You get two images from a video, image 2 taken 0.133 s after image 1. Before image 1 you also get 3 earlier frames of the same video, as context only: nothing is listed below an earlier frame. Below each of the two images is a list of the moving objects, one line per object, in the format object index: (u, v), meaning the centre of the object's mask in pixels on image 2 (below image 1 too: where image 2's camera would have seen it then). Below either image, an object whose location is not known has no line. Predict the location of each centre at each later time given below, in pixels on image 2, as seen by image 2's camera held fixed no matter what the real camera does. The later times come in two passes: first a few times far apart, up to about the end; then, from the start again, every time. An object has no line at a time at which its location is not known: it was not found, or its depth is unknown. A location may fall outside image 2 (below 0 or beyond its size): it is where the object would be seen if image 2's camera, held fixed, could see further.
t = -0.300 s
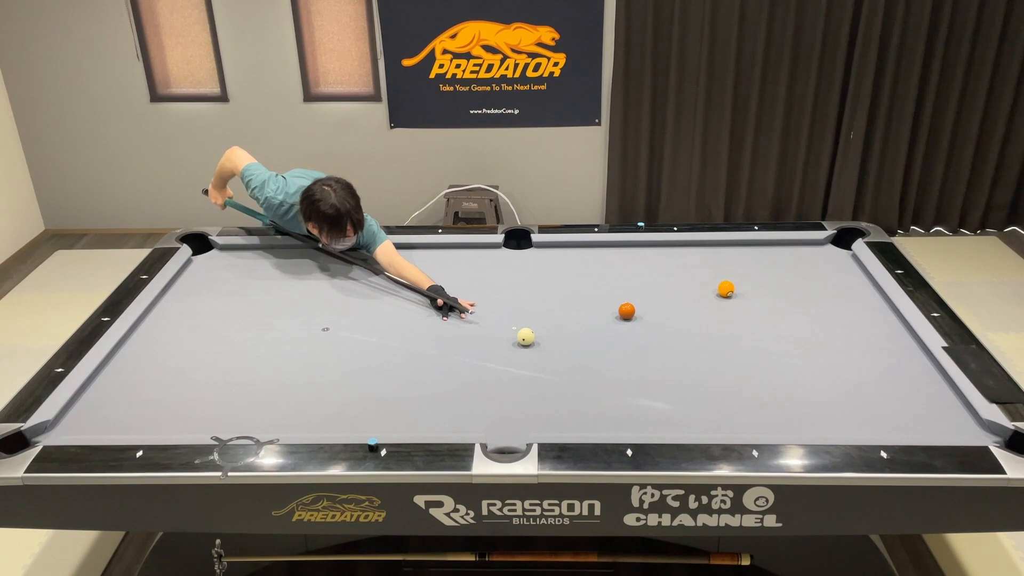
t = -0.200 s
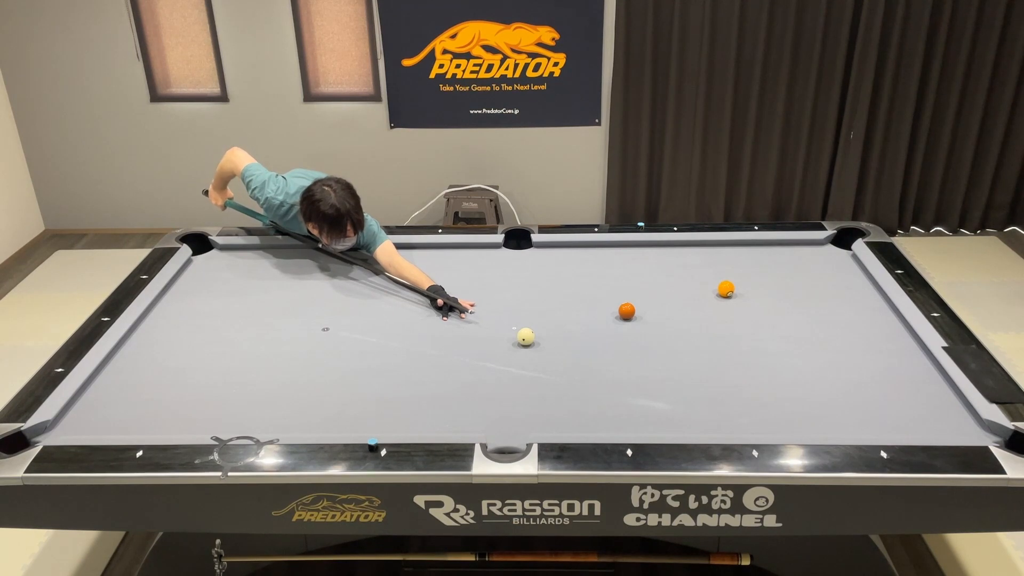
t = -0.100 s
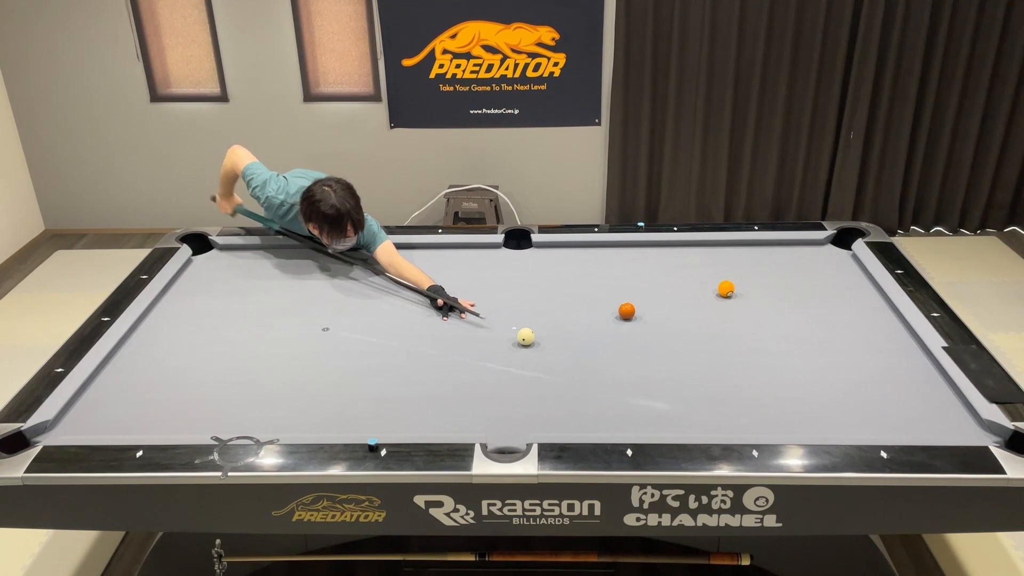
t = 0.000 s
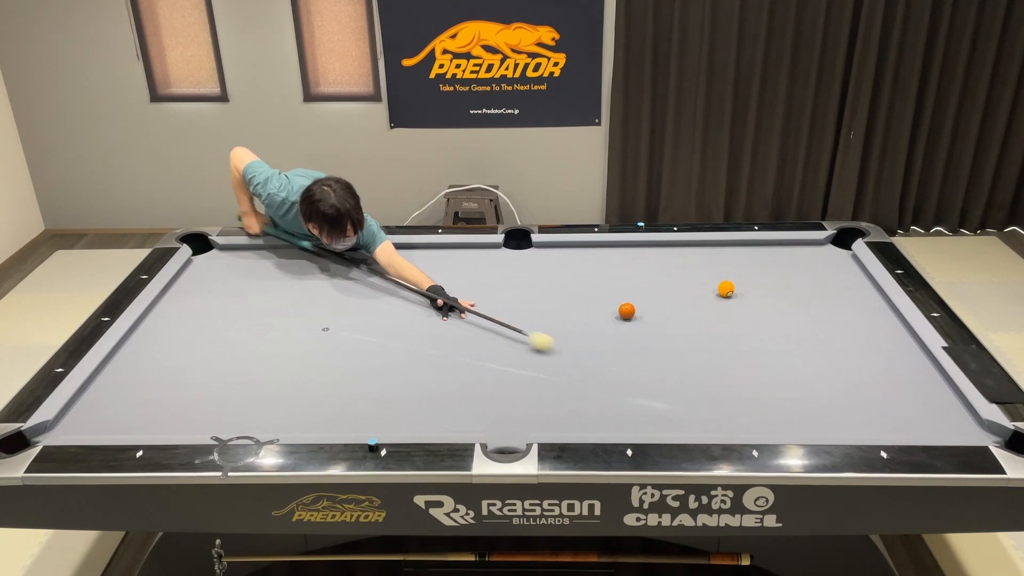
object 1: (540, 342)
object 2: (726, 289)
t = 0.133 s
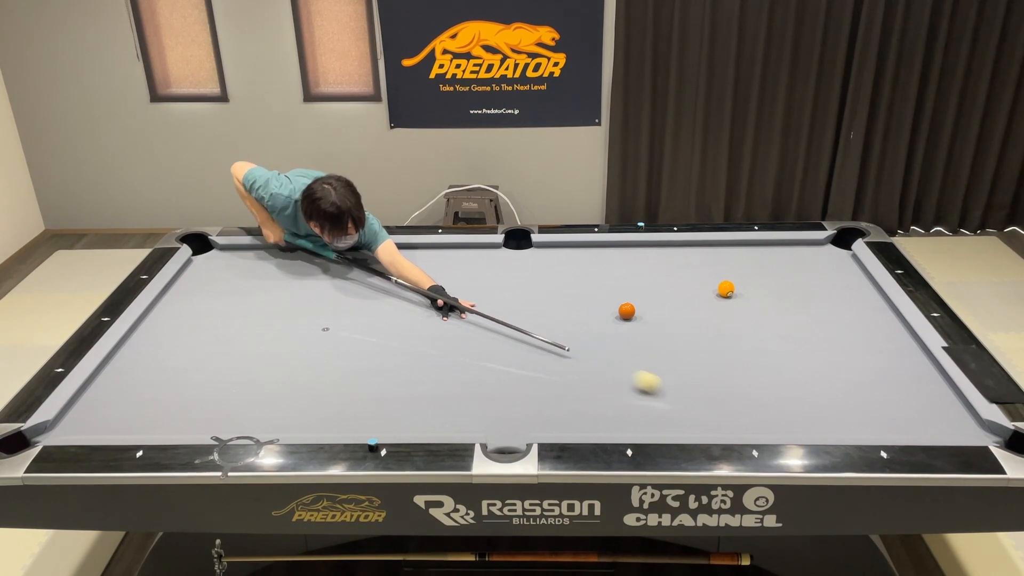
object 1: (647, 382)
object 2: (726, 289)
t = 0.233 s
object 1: (732, 413)
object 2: (726, 289)
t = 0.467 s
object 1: (864, 391)
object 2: (726, 289)
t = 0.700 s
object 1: (892, 354)
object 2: (726, 289)
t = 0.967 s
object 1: (786, 316)
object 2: (726, 289)
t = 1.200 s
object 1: (717, 296)
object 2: (720, 280)
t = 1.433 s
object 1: (664, 294)
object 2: (705, 262)
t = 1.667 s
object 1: (614, 292)
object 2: (693, 246)
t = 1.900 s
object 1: (566, 290)
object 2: (692, 254)
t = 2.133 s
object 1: (520, 287)
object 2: (693, 263)
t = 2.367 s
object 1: (476, 285)
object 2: (694, 272)
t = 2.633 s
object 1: (428, 283)
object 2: (694, 283)
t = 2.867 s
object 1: (387, 281)
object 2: (695, 292)
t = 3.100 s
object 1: (349, 279)
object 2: (695, 301)
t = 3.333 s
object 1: (311, 277)
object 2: (695, 309)
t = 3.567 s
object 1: (275, 275)
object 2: (696, 317)
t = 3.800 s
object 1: (240, 274)
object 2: (696, 325)
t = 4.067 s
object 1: (202, 272)
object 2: (696, 334)
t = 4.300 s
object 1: (195, 272)
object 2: (696, 342)
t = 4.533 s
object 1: (214, 272)
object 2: (697, 349)
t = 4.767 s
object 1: (231, 273)
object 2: (697, 355)
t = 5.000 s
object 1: (248, 274)
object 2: (698, 360)
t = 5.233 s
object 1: (263, 274)
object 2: (698, 366)
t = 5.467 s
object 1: (278, 275)
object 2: (698, 370)
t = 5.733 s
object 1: (293, 276)
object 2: (698, 375)
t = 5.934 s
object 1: (303, 277)
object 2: (698, 378)
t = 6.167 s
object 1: (314, 277)
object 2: (698, 381)
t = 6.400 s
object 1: (324, 278)
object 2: (698, 382)
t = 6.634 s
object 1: (334, 278)
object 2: (699, 384)
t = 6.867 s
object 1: (341, 279)
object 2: (699, 384)
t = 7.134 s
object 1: (349, 279)
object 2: (699, 384)
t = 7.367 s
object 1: (355, 280)
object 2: (699, 385)
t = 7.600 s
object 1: (359, 280)
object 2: (699, 384)
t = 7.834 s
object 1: (363, 281)
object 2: (699, 384)
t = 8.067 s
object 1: (365, 281)
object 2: (699, 384)
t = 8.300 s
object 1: (366, 281)
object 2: (699, 384)
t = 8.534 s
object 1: (366, 281)
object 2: (699, 384)
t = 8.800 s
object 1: (366, 281)
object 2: (699, 384)
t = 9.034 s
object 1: (366, 281)
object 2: (699, 384)
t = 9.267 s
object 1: (366, 281)
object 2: (699, 384)
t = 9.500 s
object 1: (366, 281)
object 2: (699, 384)
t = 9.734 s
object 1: (366, 281)
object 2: (699, 385)
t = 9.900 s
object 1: (366, 281)
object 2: (699, 384)
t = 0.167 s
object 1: (674, 392)
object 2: (726, 289)
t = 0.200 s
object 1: (702, 402)
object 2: (726, 289)
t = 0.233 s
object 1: (732, 413)
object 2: (726, 289)
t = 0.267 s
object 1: (762, 424)
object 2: (726, 289)
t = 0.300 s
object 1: (789, 426)
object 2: (726, 289)
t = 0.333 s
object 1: (804, 419)
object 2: (726, 289)
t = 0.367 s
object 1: (819, 411)
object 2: (726, 289)
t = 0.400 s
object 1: (833, 404)
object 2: (726, 289)
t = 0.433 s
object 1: (849, 397)
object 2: (726, 289)
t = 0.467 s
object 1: (864, 391)
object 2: (726, 289)
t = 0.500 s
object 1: (880, 385)
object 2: (726, 289)
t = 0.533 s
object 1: (894, 380)
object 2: (726, 289)
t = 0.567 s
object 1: (909, 376)
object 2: (726, 289)
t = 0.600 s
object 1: (924, 370)
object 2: (726, 289)
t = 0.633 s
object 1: (928, 366)
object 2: (726, 289)
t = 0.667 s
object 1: (909, 360)
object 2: (726, 289)
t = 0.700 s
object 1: (892, 354)
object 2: (726, 289)
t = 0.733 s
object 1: (876, 349)
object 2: (726, 289)
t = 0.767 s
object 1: (862, 344)
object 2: (726, 289)
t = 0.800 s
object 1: (849, 339)
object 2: (726, 289)
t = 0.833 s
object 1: (836, 334)
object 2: (726, 289)
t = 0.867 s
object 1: (823, 330)
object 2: (726, 289)
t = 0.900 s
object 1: (810, 325)
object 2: (726, 289)
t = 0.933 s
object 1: (798, 320)
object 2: (726, 289)
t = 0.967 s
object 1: (786, 316)
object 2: (726, 289)
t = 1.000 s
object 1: (775, 311)
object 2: (726, 289)
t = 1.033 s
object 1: (763, 307)
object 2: (726, 289)
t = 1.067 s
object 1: (753, 303)
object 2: (726, 289)
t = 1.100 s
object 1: (741, 299)
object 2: (726, 289)
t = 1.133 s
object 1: (731, 296)
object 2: (724, 286)
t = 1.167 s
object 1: (724, 296)
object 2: (722, 283)
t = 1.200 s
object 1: (717, 296)
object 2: (720, 280)
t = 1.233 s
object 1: (709, 297)
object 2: (717, 277)
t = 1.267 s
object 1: (702, 296)
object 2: (715, 275)
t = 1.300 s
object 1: (694, 296)
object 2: (713, 272)
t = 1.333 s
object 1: (687, 295)
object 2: (711, 269)
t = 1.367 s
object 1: (679, 295)
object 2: (709, 267)
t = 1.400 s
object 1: (672, 294)
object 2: (707, 264)
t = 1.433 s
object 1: (664, 294)
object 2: (705, 262)
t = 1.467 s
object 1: (657, 294)
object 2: (703, 260)
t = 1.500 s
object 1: (650, 293)
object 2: (701, 257)
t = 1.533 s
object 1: (643, 293)
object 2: (700, 255)
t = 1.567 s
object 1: (636, 292)
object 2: (698, 253)
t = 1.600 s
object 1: (628, 292)
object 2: (696, 250)
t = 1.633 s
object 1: (621, 292)
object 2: (695, 248)
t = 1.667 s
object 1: (614, 292)
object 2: (693, 246)
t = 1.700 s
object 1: (607, 291)
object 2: (692, 246)
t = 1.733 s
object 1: (600, 291)
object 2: (692, 247)
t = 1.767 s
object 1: (594, 291)
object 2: (692, 248)
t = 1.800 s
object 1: (586, 290)
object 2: (692, 250)
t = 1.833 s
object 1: (580, 290)
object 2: (692, 251)
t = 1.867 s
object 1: (573, 290)
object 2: (692, 252)
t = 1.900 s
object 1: (566, 290)
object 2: (692, 254)
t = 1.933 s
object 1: (559, 289)
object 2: (693, 255)
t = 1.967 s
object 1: (553, 289)
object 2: (693, 256)
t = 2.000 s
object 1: (546, 288)
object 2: (693, 258)
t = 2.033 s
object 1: (540, 288)
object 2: (693, 259)
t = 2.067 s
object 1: (533, 288)
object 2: (693, 261)
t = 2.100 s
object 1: (527, 287)
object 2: (693, 262)
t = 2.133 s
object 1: (520, 287)
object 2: (693, 263)
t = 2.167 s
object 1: (514, 287)
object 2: (693, 264)
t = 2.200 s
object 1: (508, 286)
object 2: (693, 266)
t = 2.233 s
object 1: (501, 286)
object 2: (693, 267)
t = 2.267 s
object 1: (495, 286)
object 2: (693, 268)
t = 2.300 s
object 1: (489, 286)
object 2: (693, 270)
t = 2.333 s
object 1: (482, 285)
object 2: (693, 271)
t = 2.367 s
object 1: (476, 285)
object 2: (694, 272)
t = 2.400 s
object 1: (470, 285)
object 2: (694, 274)
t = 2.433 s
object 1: (464, 284)
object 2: (694, 275)
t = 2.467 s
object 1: (458, 284)
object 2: (694, 276)
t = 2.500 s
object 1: (452, 284)
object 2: (694, 278)
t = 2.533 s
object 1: (446, 283)
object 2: (694, 279)
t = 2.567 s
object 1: (440, 283)
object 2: (694, 280)
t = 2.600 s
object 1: (434, 283)
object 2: (694, 282)
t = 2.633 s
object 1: (428, 283)
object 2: (694, 283)
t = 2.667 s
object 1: (422, 282)
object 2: (694, 284)
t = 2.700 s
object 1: (416, 282)
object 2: (694, 285)
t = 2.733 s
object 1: (410, 282)
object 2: (694, 287)
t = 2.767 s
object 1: (405, 282)
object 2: (694, 288)
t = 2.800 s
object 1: (399, 281)
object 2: (694, 289)
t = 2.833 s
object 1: (393, 281)
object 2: (694, 291)
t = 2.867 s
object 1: (387, 281)
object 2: (695, 292)
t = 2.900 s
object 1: (382, 280)
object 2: (694, 293)
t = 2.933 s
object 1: (376, 280)
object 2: (695, 294)
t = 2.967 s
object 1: (371, 280)
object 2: (695, 296)
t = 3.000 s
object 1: (365, 280)
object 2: (694, 297)
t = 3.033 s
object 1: (360, 279)
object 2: (695, 298)
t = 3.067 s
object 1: (354, 279)
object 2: (695, 299)
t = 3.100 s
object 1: (349, 279)
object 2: (695, 301)
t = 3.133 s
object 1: (343, 279)
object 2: (695, 302)
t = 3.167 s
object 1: (338, 278)
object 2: (695, 303)
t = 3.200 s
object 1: (332, 278)
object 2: (695, 304)
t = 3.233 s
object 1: (327, 278)
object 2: (695, 306)
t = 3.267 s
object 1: (322, 278)
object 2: (695, 307)
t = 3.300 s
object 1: (316, 277)
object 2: (695, 308)
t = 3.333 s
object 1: (311, 277)
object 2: (695, 309)
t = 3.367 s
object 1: (306, 277)
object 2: (695, 310)
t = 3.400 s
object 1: (301, 276)
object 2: (695, 312)
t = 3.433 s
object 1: (295, 276)
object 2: (695, 313)
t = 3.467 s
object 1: (290, 276)
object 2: (695, 314)
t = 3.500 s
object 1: (285, 276)
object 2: (695, 315)
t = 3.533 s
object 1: (280, 275)
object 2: (695, 316)
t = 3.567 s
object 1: (275, 275)
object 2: (696, 317)
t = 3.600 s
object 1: (269, 275)
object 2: (696, 319)
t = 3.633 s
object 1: (265, 274)
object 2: (695, 320)
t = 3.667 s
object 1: (259, 275)
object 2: (696, 321)
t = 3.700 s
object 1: (255, 274)
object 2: (696, 322)
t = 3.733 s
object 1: (249, 274)
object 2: (696, 323)
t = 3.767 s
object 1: (245, 274)
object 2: (696, 325)
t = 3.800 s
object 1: (240, 274)
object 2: (696, 325)
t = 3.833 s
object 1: (235, 273)
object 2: (696, 327)
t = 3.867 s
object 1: (230, 273)
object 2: (696, 328)
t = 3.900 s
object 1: (225, 273)
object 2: (696, 329)
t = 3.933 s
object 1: (220, 273)
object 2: (696, 330)
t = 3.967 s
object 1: (216, 272)
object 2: (696, 331)
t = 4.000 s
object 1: (211, 272)
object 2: (696, 332)
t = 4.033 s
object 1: (207, 272)
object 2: (696, 333)
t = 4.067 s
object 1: (202, 272)
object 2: (696, 334)
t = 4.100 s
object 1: (197, 272)
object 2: (696, 335)
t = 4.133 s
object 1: (192, 272)
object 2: (696, 336)
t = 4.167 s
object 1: (188, 271)
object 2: (696, 338)
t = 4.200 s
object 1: (187, 271)
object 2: (696, 338)
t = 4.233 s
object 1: (190, 271)
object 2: (696, 340)
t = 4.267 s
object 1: (193, 271)
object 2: (696, 341)
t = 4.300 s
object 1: (195, 272)
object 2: (696, 342)
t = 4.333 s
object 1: (198, 272)
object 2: (697, 342)
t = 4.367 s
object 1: (201, 272)
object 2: (697, 343)
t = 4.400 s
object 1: (204, 272)
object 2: (697, 344)
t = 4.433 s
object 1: (206, 272)
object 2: (697, 346)
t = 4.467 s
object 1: (209, 272)
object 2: (697, 346)
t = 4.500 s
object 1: (211, 272)
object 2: (697, 348)
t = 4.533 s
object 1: (214, 272)
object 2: (697, 349)
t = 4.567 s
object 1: (216, 272)
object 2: (697, 349)
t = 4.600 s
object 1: (219, 273)
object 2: (697, 350)
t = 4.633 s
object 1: (222, 273)
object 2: (697, 351)
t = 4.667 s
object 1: (224, 273)
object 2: (697, 352)
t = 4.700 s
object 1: (227, 273)
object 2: (697, 353)
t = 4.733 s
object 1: (229, 273)
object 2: (697, 354)
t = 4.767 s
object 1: (231, 273)
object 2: (697, 355)
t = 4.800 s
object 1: (234, 273)
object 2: (697, 356)
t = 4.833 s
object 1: (236, 273)
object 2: (697, 356)
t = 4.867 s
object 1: (239, 273)
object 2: (697, 357)
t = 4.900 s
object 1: (241, 274)
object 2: (697, 358)
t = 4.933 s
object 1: (243, 274)
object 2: (698, 359)
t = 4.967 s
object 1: (246, 274)
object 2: (698, 360)
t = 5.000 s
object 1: (248, 274)
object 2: (698, 360)
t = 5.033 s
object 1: (250, 274)
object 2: (698, 361)
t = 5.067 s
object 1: (252, 274)
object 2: (698, 362)
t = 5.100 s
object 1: (255, 274)
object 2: (698, 363)
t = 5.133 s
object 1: (257, 274)
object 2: (698, 364)
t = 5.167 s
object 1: (259, 274)
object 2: (698, 364)
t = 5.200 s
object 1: (261, 274)
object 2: (698, 365)
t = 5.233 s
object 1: (263, 274)
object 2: (698, 366)
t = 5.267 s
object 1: (265, 275)
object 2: (698, 366)
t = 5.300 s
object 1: (268, 275)
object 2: (698, 367)
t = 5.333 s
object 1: (270, 275)
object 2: (698, 368)
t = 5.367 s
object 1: (272, 275)
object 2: (698, 369)
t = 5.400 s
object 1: (274, 275)
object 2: (698, 369)
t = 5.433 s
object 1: (276, 275)
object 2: (698, 370)
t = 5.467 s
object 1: (278, 275)
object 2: (698, 370)
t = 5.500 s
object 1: (280, 275)
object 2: (698, 371)
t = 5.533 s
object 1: (281, 276)
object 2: (698, 372)
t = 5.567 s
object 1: (283, 276)
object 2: (698, 372)
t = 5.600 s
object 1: (286, 276)
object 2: (698, 373)
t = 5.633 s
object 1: (287, 276)
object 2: (698, 373)
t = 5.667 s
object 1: (289, 276)
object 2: (698, 374)
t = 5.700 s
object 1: (291, 276)
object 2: (698, 374)
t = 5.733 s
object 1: (293, 276)
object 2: (698, 375)
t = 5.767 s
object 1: (295, 276)
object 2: (698, 375)
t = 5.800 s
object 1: (297, 276)
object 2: (698, 376)
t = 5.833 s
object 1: (298, 277)
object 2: (698, 376)
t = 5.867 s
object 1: (300, 277)
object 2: (698, 377)
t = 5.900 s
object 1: (301, 277)
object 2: (698, 377)
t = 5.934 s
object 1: (303, 277)
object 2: (698, 378)
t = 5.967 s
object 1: (305, 277)
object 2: (698, 378)
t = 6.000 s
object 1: (307, 277)
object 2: (698, 379)
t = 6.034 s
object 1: (308, 277)
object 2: (698, 379)
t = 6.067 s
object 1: (310, 277)
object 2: (698, 380)
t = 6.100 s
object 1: (311, 277)
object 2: (698, 380)
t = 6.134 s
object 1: (312, 277)
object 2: (698, 380)
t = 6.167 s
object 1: (314, 277)
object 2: (698, 381)
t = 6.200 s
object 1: (316, 277)
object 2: (698, 381)
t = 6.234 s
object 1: (317, 277)
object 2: (698, 381)
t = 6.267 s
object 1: (319, 277)
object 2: (698, 381)
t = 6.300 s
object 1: (320, 278)
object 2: (698, 382)
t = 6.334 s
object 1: (322, 278)
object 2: (698, 382)
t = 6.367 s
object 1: (323, 278)
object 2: (698, 382)
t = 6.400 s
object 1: (324, 278)
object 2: (698, 382)
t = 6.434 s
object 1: (326, 278)
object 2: (698, 383)
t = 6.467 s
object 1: (327, 278)
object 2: (699, 383)
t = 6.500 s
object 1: (328, 278)
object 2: (699, 383)
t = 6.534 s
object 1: (330, 278)
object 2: (699, 383)
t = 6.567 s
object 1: (331, 278)
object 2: (699, 383)
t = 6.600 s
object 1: (332, 278)
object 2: (699, 384)
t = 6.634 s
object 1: (334, 278)
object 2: (699, 384)
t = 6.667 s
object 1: (335, 278)
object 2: (699, 384)
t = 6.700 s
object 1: (336, 279)
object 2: (699, 384)
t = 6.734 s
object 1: (337, 278)
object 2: (699, 384)
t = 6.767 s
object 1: (338, 279)
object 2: (699, 384)
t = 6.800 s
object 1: (340, 279)
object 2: (699, 384)
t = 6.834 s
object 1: (341, 279)
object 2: (699, 384)
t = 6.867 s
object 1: (341, 279)
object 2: (699, 384)
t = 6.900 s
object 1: (343, 279)
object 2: (699, 384)
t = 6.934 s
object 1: (344, 279)
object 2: (699, 384)
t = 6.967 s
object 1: (345, 279)
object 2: (699, 384)
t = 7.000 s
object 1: (345, 279)
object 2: (699, 384)
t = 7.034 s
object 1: (346, 279)
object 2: (699, 384)
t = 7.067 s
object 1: (347, 279)
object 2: (699, 384)
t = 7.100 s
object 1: (348, 279)
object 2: (699, 384)
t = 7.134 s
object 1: (349, 279)
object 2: (699, 384)
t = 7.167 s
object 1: (350, 279)
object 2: (699, 384)
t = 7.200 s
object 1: (351, 279)
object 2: (699, 384)
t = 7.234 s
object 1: (352, 280)
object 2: (699, 384)
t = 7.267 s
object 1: (353, 280)
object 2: (699, 384)
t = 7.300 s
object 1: (353, 280)
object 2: (699, 384)
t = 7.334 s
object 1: (354, 280)
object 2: (699, 384)
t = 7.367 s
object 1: (355, 280)
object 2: (699, 385)
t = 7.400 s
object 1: (355, 280)
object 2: (699, 385)
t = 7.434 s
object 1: (356, 280)
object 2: (699, 385)
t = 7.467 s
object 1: (357, 280)
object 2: (699, 384)
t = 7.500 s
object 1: (357, 280)
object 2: (699, 385)
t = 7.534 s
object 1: (358, 280)
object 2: (699, 384)
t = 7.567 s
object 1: (358, 280)
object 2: (699, 384)
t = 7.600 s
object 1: (359, 280)
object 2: (699, 384)
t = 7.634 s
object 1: (360, 280)
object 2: (699, 384)
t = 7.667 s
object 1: (360, 280)
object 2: (699, 384)
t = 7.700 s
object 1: (361, 280)
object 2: (699, 384)
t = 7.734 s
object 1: (361, 281)
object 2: (699, 384)
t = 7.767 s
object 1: (362, 281)
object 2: (699, 384)
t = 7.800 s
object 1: (362, 281)
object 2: (699, 384)
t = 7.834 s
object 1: (363, 281)
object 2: (699, 384)
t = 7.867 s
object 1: (363, 281)
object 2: (699, 384)
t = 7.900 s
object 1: (363, 281)
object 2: (699, 384)
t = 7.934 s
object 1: (364, 281)
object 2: (699, 384)
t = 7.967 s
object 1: (364, 281)
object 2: (699, 384)
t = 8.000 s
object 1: (364, 281)
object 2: (699, 384)
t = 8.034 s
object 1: (365, 281)
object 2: (699, 384)
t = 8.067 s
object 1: (365, 281)
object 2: (699, 384)
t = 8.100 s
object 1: (365, 281)
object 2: (699, 384)
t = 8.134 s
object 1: (365, 281)
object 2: (699, 384)
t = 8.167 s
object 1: (365, 281)
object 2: (699, 384)
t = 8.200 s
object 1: (366, 281)
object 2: (699, 384)
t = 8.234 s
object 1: (366, 281)
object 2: (699, 384)
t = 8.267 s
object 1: (366, 281)
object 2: (699, 384)
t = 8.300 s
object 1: (366, 281)
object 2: (699, 384)
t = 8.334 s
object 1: (366, 281)
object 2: (699, 384)
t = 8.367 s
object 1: (366, 281)
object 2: (699, 384)
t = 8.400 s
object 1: (366, 281)
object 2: (699, 384)
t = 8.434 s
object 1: (366, 281)
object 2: (699, 384)
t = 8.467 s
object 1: (366, 281)
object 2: (699, 384)
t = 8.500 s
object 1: (366, 281)
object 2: (699, 384)
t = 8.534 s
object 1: (366, 281)
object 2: (699, 384)
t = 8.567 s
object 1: (366, 281)
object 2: (699, 384)
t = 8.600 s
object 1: (366, 281)
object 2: (699, 384)
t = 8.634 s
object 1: (366, 281)
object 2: (699, 384)
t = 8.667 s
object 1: (366, 281)
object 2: (699, 384)
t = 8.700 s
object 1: (366, 281)
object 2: (699, 384)
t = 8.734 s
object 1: (366, 281)
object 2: (699, 384)
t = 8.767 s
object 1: (366, 281)
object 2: (699, 384)
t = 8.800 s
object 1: (366, 281)
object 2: (699, 384)
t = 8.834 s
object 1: (366, 281)
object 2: (699, 384)
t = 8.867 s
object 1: (366, 281)
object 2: (699, 384)
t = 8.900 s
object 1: (366, 281)
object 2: (699, 384)
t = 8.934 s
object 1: (366, 281)
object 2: (699, 384)
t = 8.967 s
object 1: (366, 281)
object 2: (699, 384)
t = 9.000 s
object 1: (366, 281)
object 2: (699, 384)
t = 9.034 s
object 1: (366, 281)
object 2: (699, 384)
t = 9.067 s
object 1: (366, 281)
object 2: (699, 384)
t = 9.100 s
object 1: (366, 281)
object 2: (699, 384)
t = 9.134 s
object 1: (366, 281)
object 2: (699, 384)
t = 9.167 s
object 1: (366, 281)
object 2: (699, 384)
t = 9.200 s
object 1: (366, 281)
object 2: (699, 384)
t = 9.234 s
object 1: (366, 281)
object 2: (699, 384)
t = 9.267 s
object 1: (366, 281)
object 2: (699, 384)
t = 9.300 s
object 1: (366, 281)
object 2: (699, 385)
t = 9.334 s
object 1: (366, 281)
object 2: (699, 384)
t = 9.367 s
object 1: (366, 281)
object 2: (699, 385)
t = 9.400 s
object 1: (366, 281)
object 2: (699, 384)
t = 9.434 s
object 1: (366, 281)
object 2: (699, 384)
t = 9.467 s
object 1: (366, 281)
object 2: (699, 384)
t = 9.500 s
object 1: (366, 281)
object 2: (699, 384)
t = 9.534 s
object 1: (366, 281)
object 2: (699, 384)
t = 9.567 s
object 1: (366, 281)
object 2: (699, 385)
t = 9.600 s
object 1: (366, 281)
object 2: (699, 385)
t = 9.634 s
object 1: (366, 281)
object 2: (699, 384)
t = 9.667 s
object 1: (366, 281)
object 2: (699, 385)
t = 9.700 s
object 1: (366, 281)
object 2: (699, 385)
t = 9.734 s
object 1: (366, 281)
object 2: (699, 385)
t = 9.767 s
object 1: (366, 281)
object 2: (699, 385)
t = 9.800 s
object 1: (366, 281)
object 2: (699, 384)
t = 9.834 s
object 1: (366, 281)
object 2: (699, 385)
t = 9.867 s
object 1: (366, 281)
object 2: (699, 385)
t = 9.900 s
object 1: (366, 281)
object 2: (699, 384)
